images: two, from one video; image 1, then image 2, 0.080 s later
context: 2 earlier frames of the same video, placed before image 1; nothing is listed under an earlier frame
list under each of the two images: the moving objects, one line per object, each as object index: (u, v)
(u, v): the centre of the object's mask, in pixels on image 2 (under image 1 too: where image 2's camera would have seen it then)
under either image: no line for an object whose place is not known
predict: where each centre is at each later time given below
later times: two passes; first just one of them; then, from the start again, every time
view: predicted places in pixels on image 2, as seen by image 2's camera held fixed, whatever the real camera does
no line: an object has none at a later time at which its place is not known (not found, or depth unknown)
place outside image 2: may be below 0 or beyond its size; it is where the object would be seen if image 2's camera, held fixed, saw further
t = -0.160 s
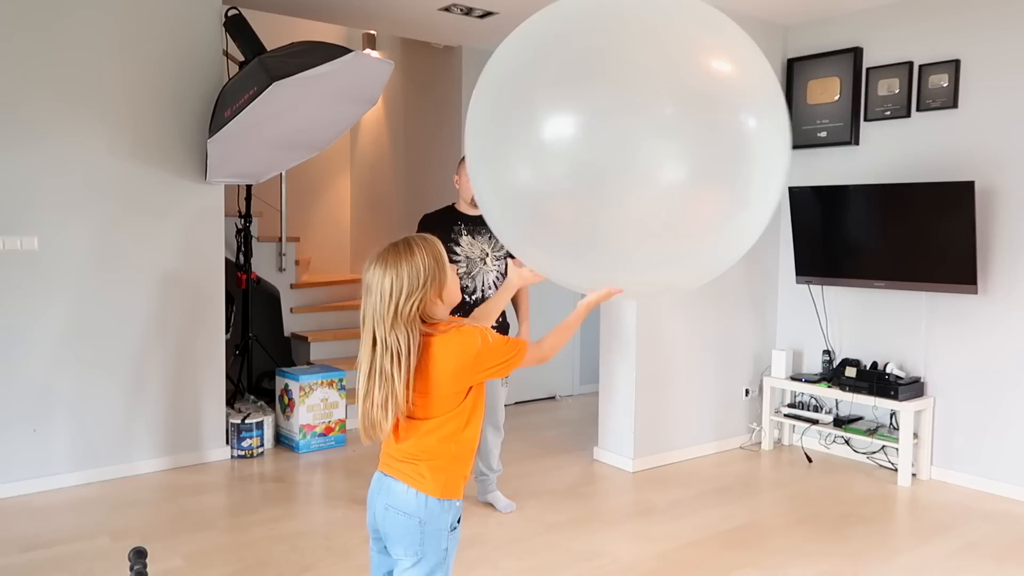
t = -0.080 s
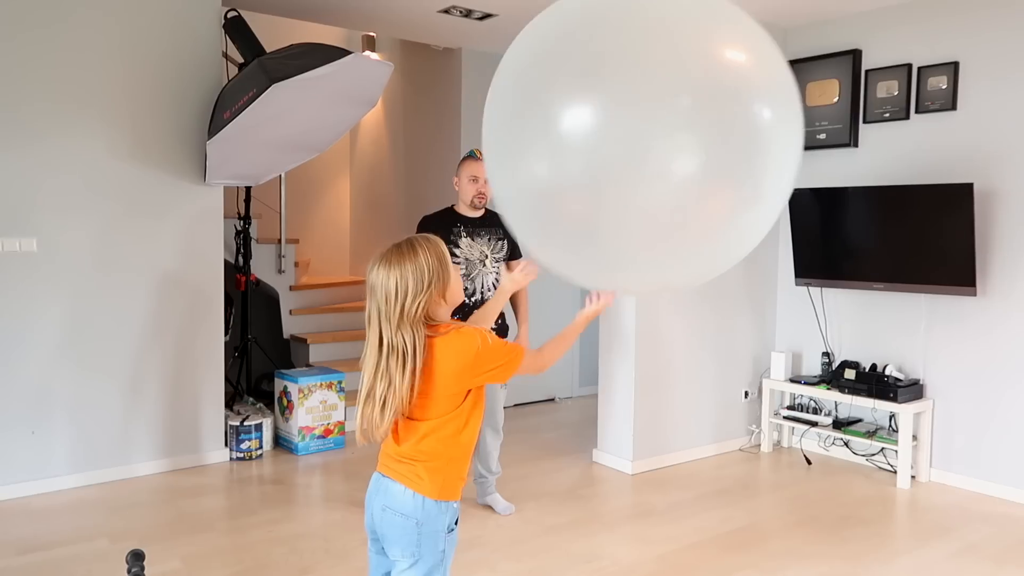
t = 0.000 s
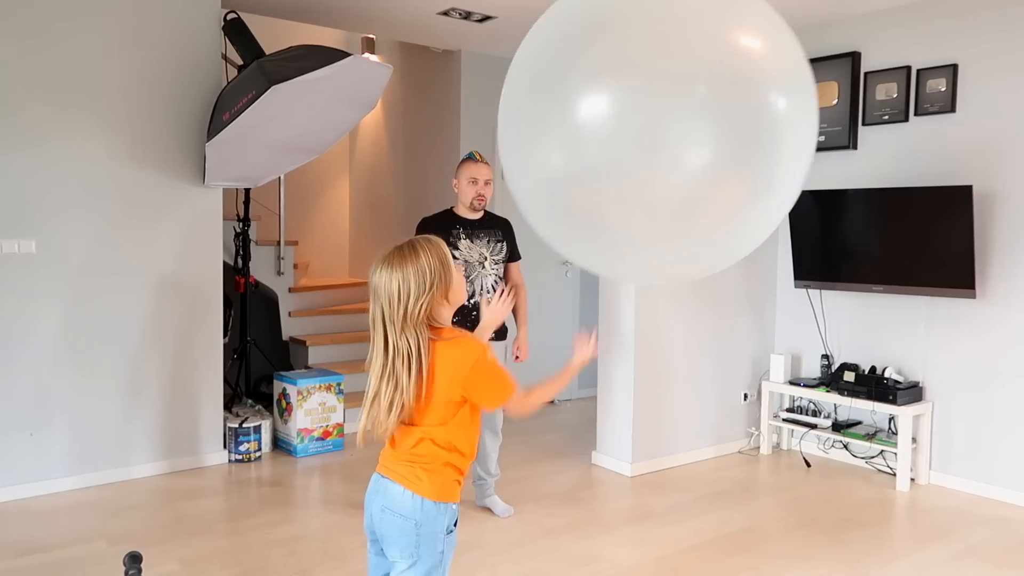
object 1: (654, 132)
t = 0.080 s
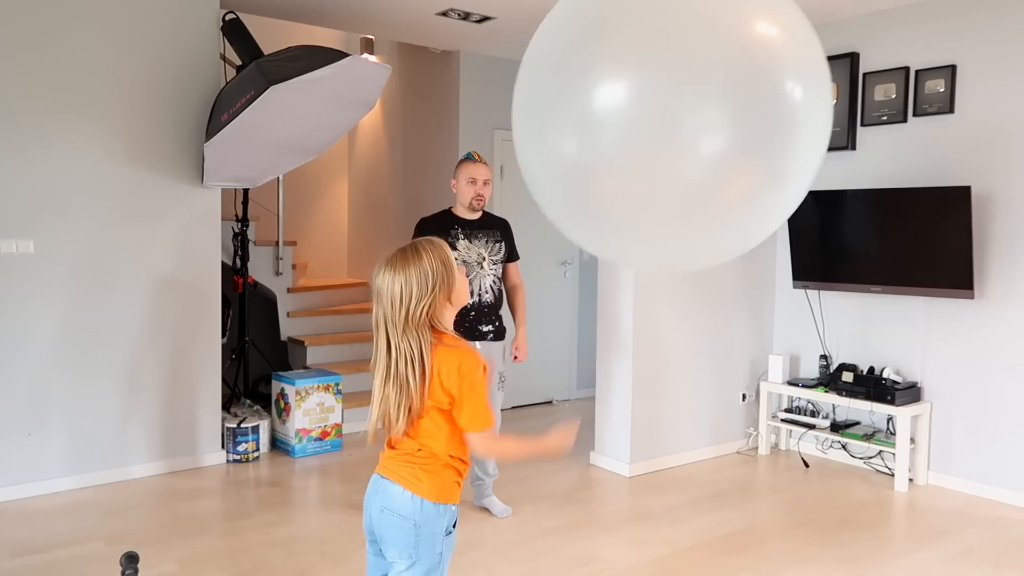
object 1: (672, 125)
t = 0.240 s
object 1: (708, 113)
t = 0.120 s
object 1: (682, 123)
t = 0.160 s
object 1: (691, 120)
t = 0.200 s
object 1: (699, 116)
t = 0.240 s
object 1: (708, 113)
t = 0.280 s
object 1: (716, 111)
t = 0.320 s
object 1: (723, 108)
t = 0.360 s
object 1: (732, 107)
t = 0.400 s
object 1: (739, 104)
